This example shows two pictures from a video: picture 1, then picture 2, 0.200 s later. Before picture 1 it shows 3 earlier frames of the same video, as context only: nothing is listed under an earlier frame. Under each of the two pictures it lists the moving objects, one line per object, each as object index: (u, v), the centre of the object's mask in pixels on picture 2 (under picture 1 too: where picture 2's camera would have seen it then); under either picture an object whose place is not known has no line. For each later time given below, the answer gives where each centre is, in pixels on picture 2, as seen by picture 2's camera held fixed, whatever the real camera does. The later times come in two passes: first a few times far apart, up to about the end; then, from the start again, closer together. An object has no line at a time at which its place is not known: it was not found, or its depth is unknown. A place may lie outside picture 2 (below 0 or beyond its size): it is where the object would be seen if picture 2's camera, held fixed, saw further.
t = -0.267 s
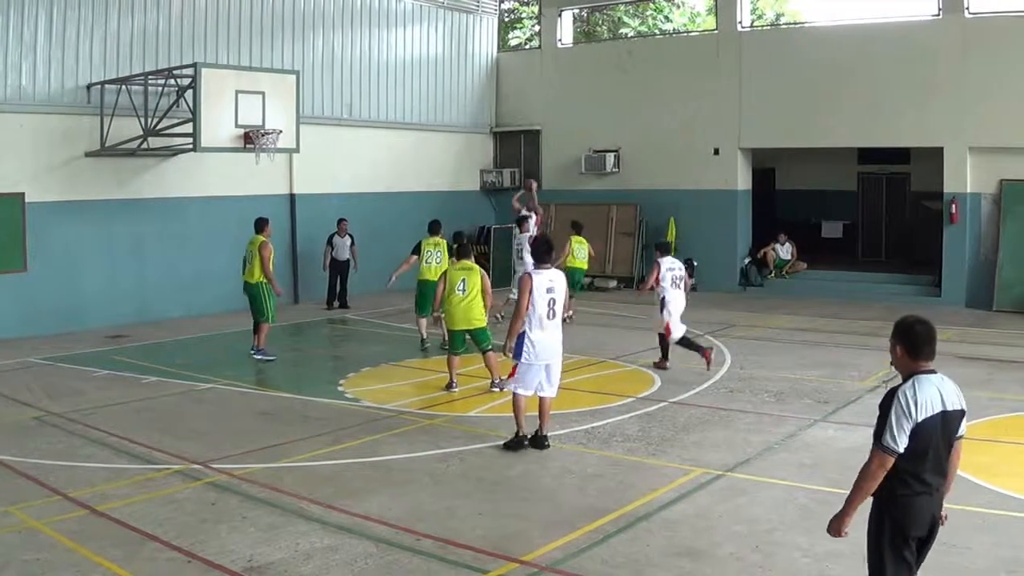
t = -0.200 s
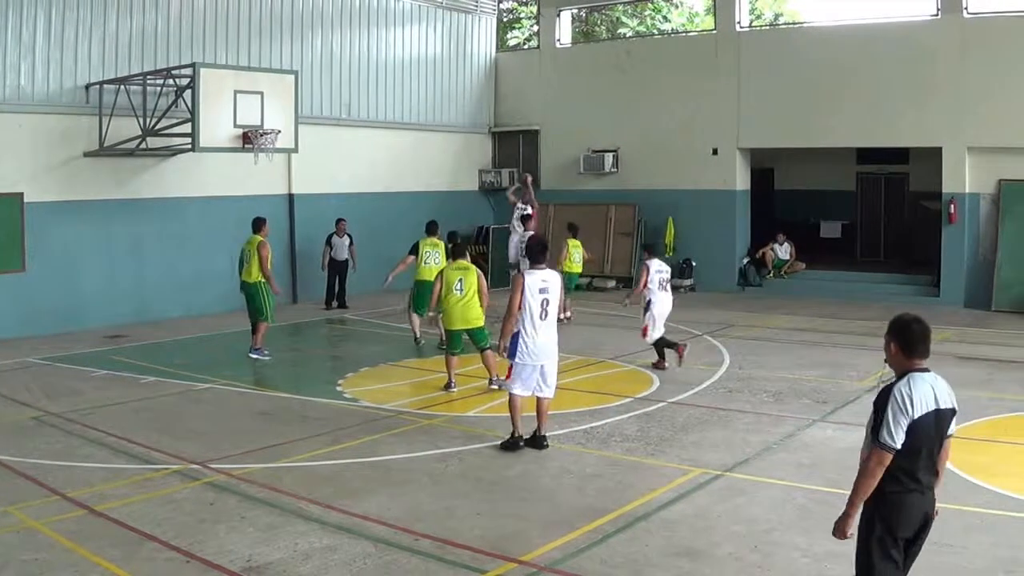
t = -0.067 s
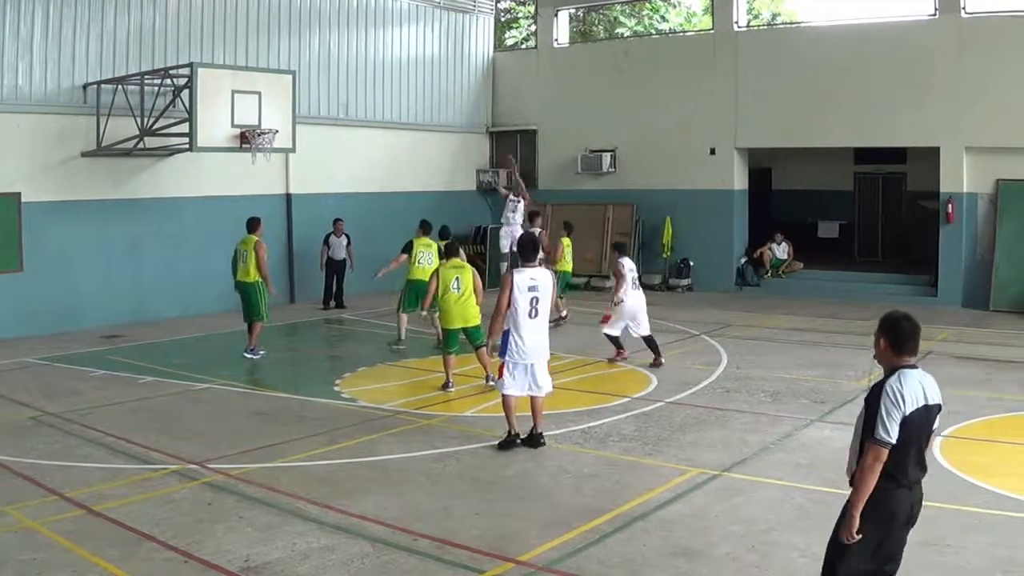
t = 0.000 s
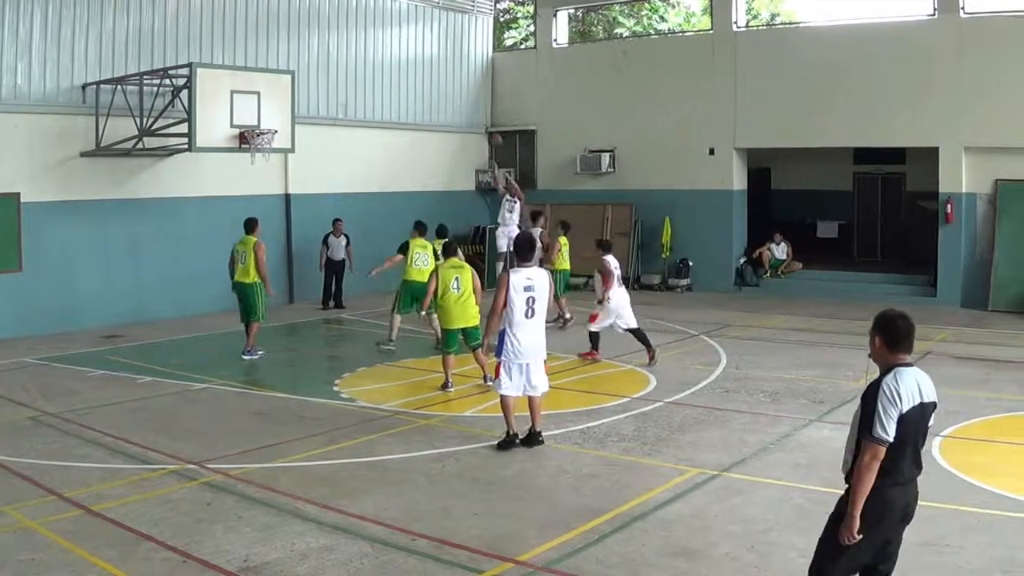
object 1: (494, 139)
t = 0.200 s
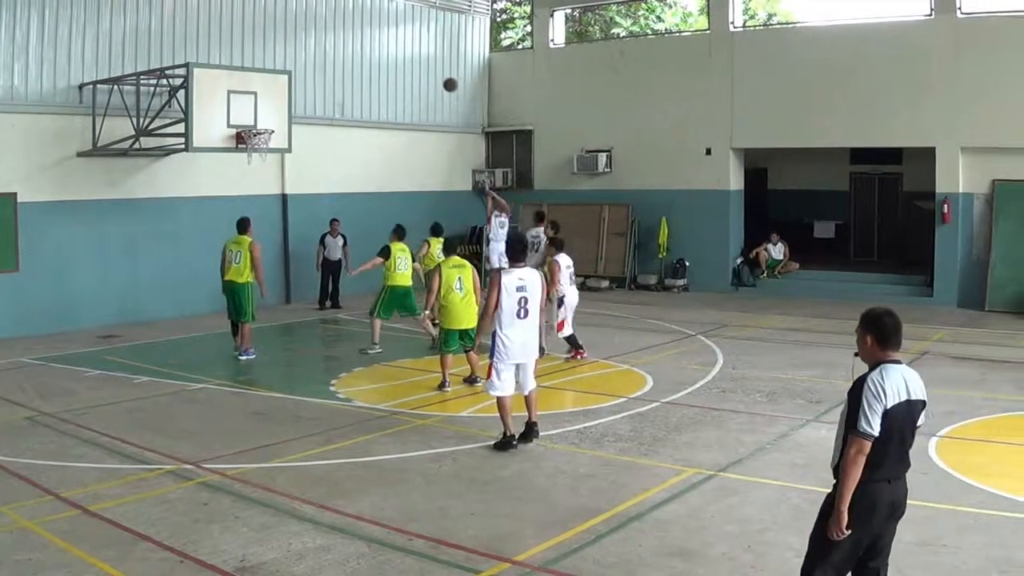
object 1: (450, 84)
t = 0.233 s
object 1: (442, 77)
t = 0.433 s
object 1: (399, 47)
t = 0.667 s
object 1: (346, 41)
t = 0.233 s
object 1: (442, 77)
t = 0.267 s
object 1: (435, 71)
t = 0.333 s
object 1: (421, 59)
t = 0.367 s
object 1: (413, 54)
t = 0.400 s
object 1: (406, 50)
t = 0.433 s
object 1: (399, 47)
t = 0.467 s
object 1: (391, 44)
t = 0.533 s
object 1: (376, 40)
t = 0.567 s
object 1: (368, 39)
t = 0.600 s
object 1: (361, 39)
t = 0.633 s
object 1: (353, 39)
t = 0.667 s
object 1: (346, 41)
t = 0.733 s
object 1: (332, 46)
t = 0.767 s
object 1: (325, 50)
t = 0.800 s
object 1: (318, 54)
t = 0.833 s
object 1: (310, 59)
